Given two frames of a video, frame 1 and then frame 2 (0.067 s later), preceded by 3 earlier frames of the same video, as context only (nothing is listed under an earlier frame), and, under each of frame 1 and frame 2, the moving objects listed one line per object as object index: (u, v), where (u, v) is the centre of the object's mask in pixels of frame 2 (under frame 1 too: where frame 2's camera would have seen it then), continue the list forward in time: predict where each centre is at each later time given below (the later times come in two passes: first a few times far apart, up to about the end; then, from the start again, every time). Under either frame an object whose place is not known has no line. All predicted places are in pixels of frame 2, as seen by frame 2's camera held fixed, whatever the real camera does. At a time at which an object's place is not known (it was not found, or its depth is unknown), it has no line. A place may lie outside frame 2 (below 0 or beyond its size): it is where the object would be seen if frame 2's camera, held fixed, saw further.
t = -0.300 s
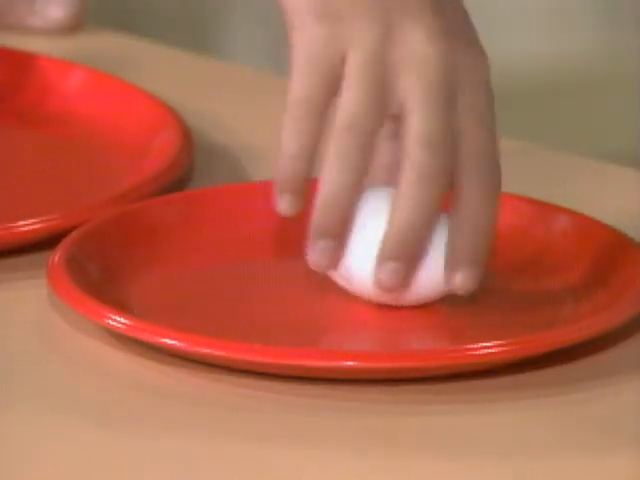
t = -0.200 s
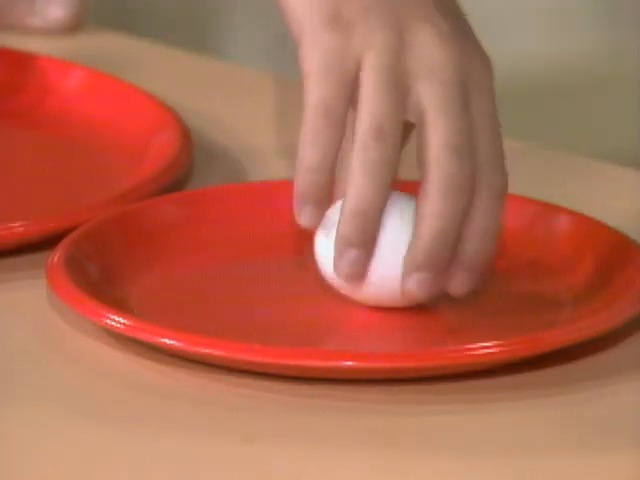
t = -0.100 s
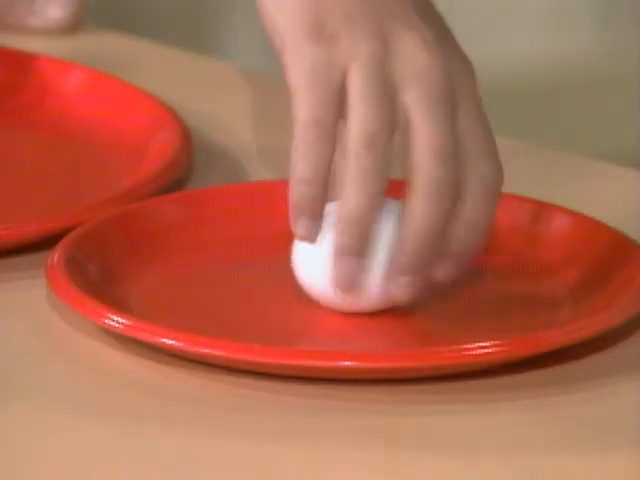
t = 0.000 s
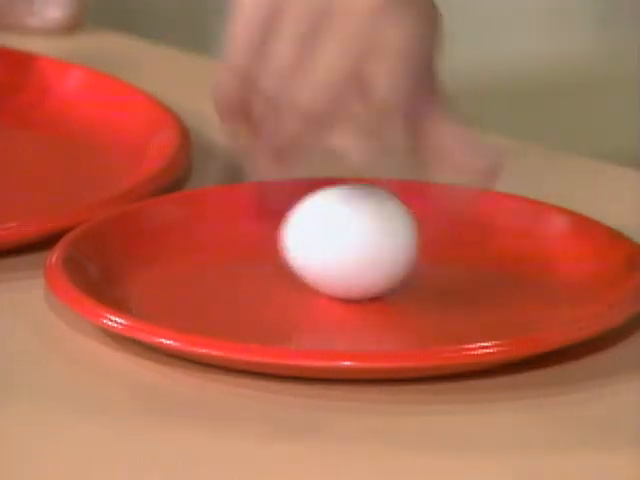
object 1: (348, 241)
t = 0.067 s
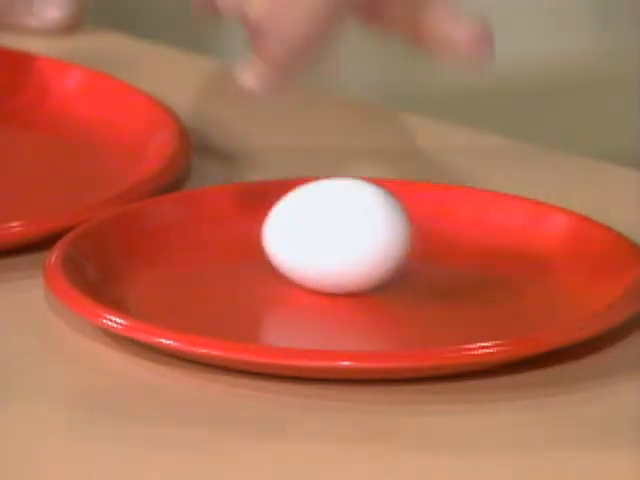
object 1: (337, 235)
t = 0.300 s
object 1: (307, 233)
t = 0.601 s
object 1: (323, 234)
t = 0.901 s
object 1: (312, 235)
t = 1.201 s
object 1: (313, 234)
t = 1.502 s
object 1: (309, 234)
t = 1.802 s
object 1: (308, 234)
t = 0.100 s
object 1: (331, 231)
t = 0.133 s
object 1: (325, 230)
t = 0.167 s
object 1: (319, 231)
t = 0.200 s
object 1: (316, 231)
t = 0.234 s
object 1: (312, 232)
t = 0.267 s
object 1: (309, 232)
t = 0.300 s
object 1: (307, 233)
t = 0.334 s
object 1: (308, 234)
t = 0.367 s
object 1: (309, 235)
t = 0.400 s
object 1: (310, 237)
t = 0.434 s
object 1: (314, 237)
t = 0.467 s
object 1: (317, 236)
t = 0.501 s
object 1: (321, 237)
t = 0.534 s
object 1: (321, 237)
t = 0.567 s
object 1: (321, 235)
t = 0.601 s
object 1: (323, 234)
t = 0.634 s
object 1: (323, 234)
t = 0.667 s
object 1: (320, 233)
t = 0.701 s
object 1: (315, 232)
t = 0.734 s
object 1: (313, 232)
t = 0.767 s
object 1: (311, 234)
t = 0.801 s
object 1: (308, 234)
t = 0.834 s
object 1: (307, 234)
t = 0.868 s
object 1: (308, 234)
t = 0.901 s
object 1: (312, 235)
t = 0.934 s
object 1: (314, 236)
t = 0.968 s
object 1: (315, 236)
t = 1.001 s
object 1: (319, 235)
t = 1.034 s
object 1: (322, 235)
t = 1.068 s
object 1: (321, 235)
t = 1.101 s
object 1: (318, 235)
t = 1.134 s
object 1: (317, 234)
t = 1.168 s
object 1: (316, 234)
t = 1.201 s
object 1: (313, 234)
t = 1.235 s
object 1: (311, 234)
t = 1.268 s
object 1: (311, 233)
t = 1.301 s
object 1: (312, 233)
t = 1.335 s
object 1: (310, 234)
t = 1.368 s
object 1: (309, 234)
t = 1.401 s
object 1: (310, 234)
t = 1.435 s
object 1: (311, 234)
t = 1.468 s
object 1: (311, 234)
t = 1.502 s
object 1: (309, 234)
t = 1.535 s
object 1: (309, 233)
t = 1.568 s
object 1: (309, 234)
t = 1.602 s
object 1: (308, 234)
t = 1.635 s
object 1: (309, 234)
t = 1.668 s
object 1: (310, 234)
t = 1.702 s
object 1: (310, 234)
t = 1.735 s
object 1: (310, 235)
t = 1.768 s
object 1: (308, 235)
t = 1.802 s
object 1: (308, 234)
